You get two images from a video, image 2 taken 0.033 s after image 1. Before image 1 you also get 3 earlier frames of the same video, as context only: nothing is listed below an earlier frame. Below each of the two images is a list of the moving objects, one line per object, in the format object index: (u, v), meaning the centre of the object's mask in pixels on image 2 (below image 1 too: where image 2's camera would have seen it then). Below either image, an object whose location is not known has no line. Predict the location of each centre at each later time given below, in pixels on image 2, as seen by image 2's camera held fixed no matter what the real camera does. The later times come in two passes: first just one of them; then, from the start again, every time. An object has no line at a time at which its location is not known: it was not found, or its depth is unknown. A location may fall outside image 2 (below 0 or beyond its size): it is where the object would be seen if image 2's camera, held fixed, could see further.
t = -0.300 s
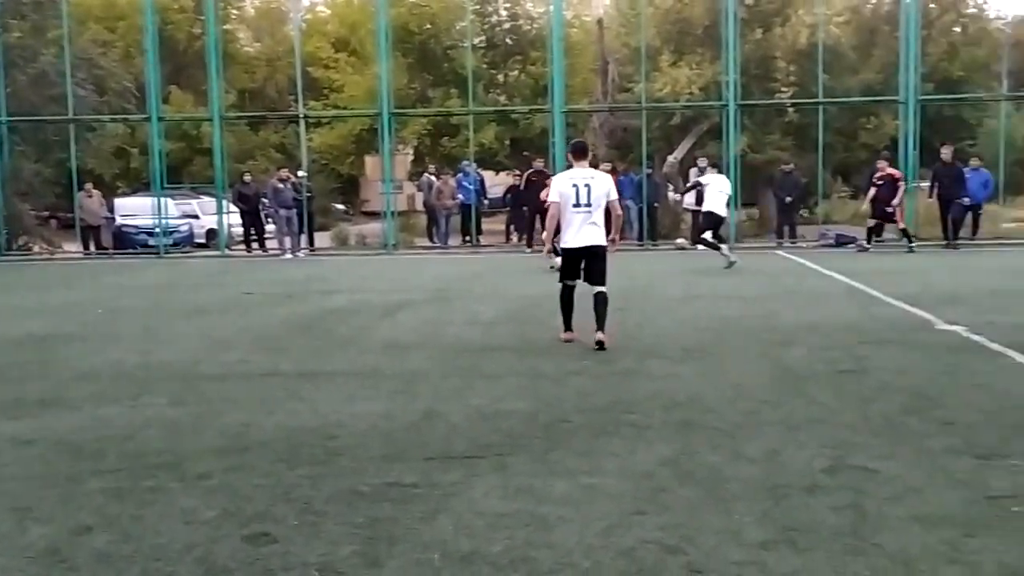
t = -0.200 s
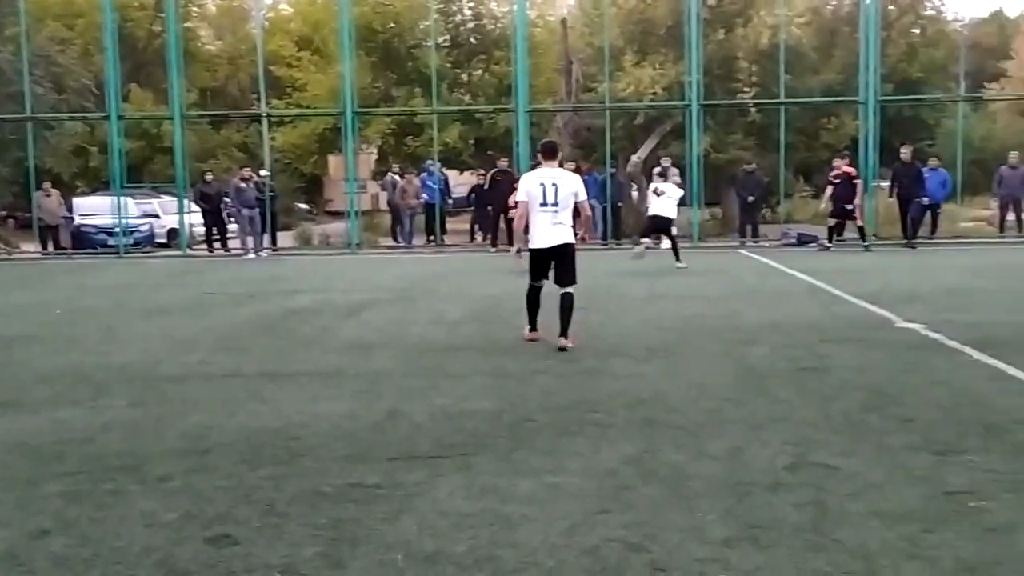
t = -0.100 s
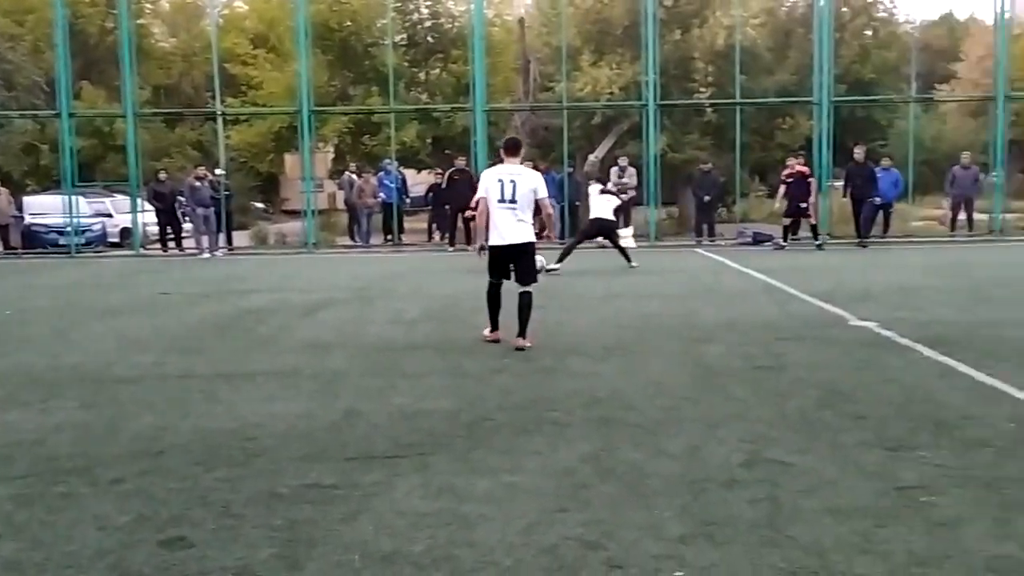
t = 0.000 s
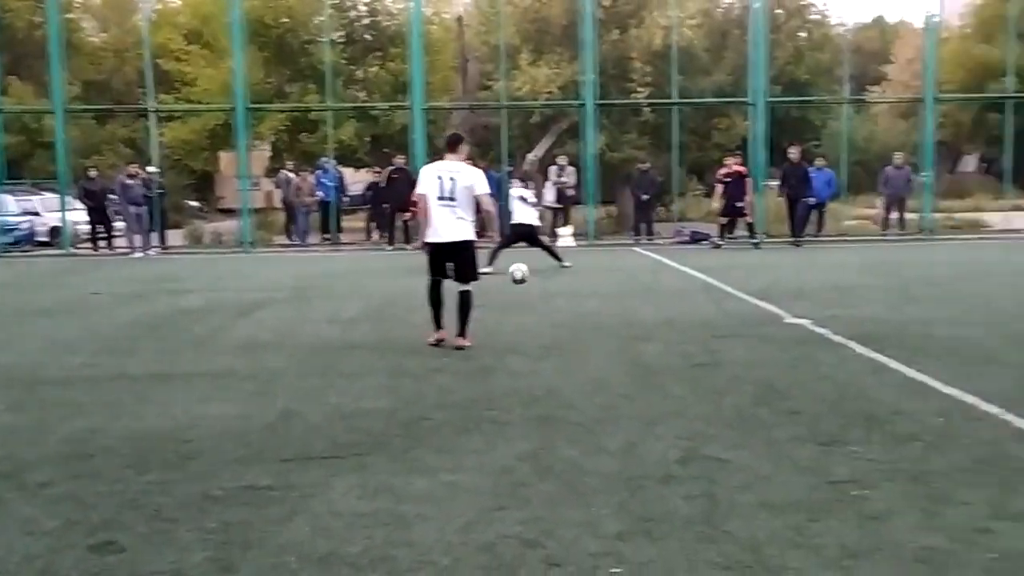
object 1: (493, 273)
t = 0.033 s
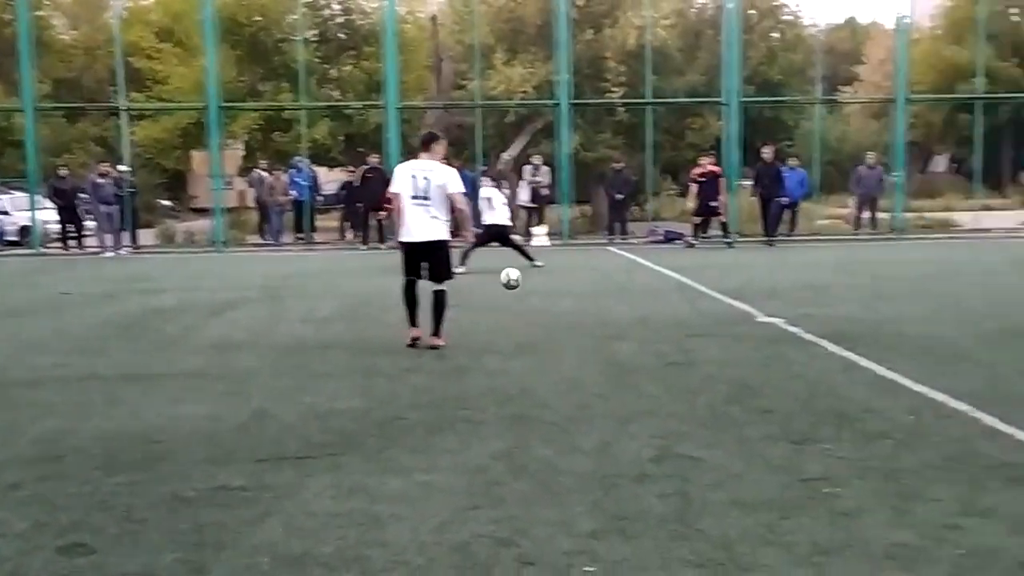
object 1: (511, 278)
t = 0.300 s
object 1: (720, 344)
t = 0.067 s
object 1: (530, 285)
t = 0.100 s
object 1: (551, 293)
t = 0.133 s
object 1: (574, 304)
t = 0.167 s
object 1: (599, 316)
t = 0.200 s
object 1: (628, 330)
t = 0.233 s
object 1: (657, 340)
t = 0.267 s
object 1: (687, 341)
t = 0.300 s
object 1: (720, 344)
